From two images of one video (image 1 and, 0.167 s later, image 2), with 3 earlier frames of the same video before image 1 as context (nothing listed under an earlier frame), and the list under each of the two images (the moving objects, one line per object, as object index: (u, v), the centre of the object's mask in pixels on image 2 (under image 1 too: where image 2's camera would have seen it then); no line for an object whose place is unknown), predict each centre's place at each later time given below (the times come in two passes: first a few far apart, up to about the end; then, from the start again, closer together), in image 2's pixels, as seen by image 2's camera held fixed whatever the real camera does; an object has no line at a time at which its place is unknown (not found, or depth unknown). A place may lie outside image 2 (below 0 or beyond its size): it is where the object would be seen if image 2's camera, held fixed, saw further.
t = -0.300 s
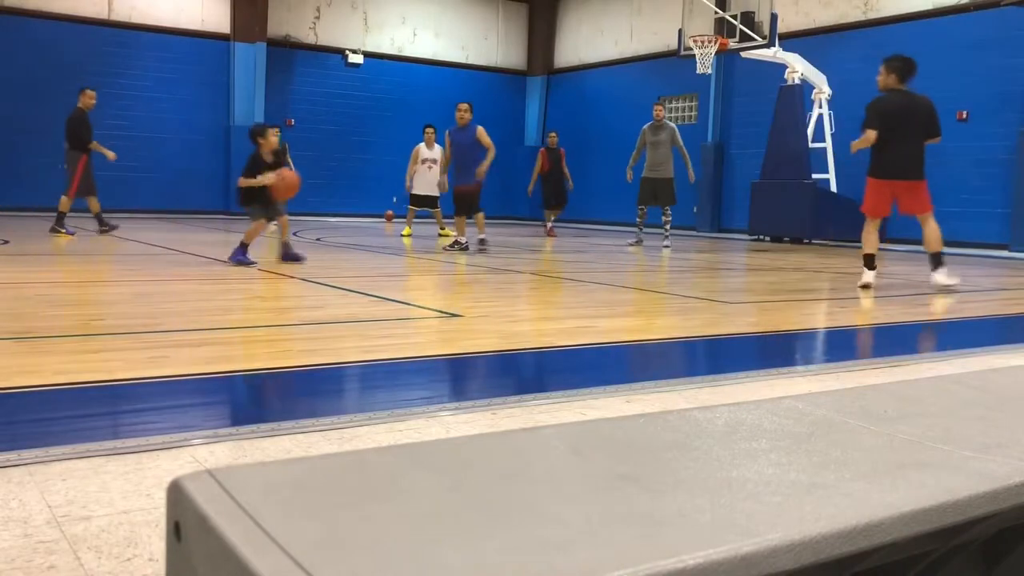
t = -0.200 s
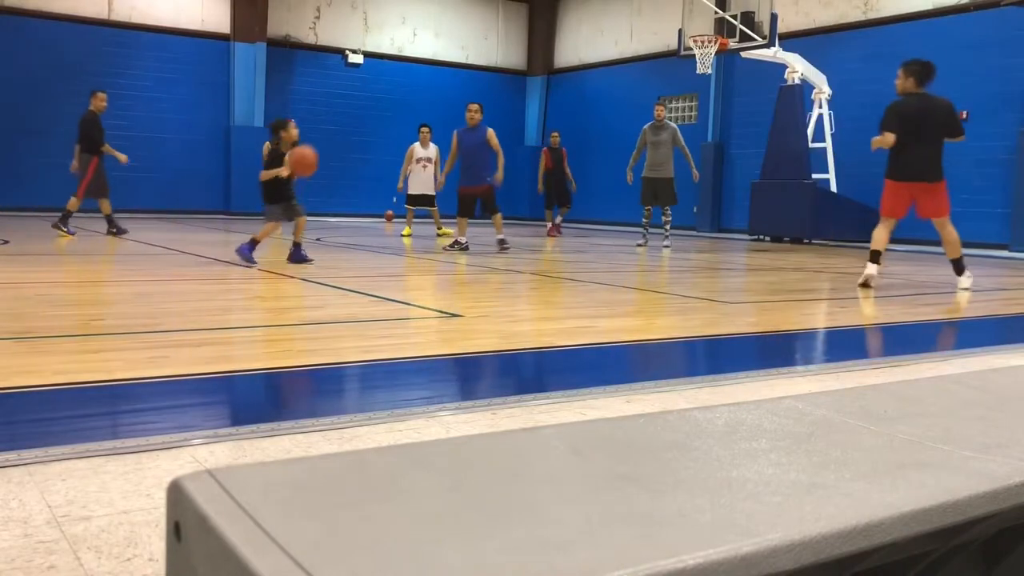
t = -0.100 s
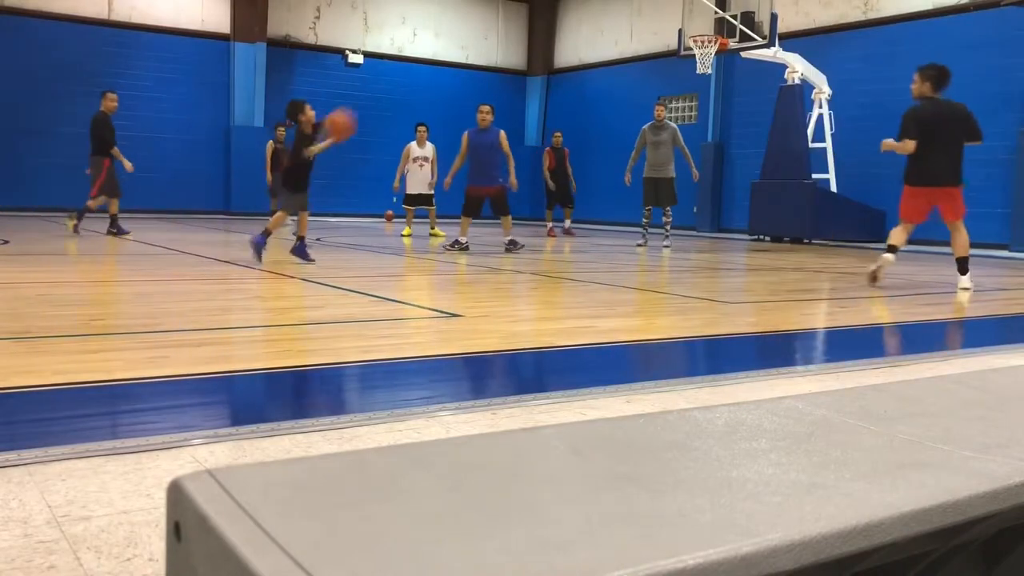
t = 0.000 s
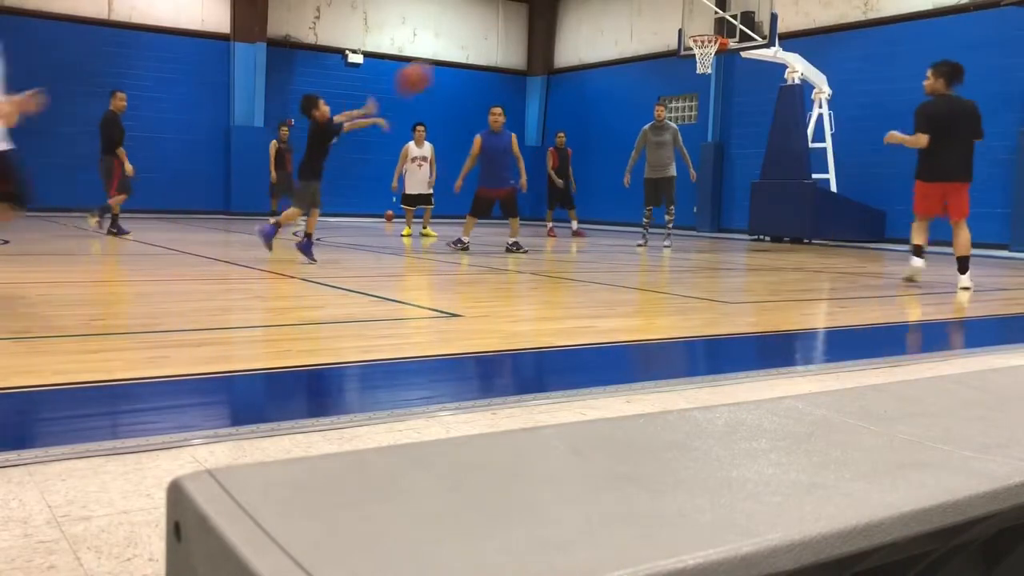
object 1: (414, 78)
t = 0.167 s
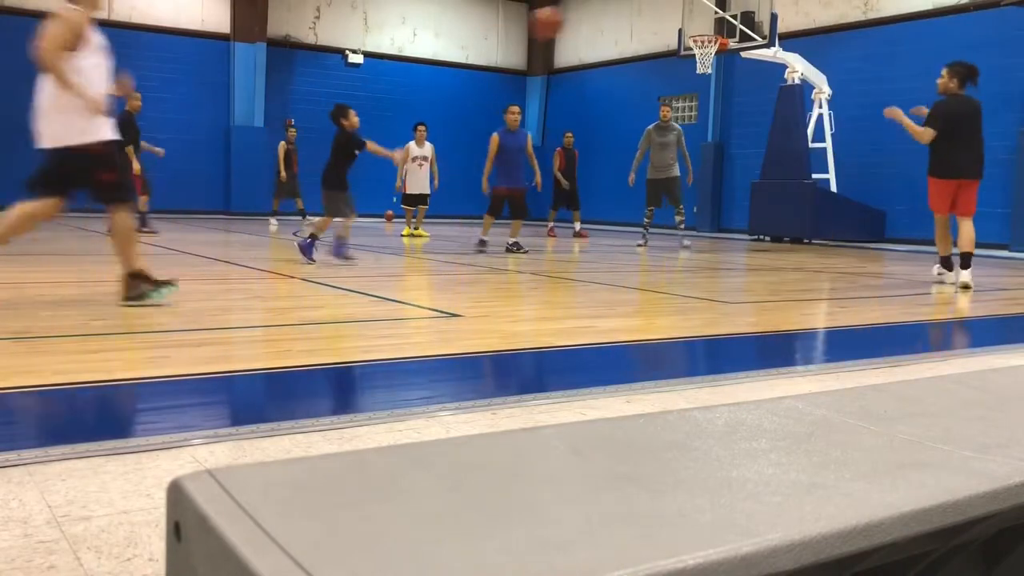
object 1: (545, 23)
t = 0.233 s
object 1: (596, 11)
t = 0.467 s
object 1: (768, 12)
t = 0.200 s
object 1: (571, 14)
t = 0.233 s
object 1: (596, 11)
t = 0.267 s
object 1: (621, 9)
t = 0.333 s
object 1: (673, 8)
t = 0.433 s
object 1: (746, 10)
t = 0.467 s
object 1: (768, 12)
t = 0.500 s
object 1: (794, 20)
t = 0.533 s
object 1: (817, 25)
